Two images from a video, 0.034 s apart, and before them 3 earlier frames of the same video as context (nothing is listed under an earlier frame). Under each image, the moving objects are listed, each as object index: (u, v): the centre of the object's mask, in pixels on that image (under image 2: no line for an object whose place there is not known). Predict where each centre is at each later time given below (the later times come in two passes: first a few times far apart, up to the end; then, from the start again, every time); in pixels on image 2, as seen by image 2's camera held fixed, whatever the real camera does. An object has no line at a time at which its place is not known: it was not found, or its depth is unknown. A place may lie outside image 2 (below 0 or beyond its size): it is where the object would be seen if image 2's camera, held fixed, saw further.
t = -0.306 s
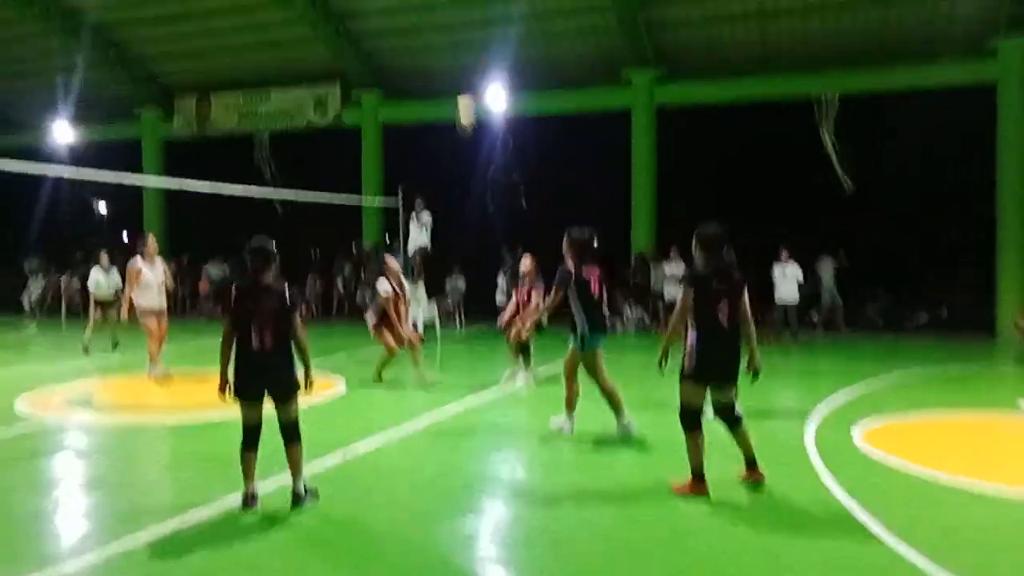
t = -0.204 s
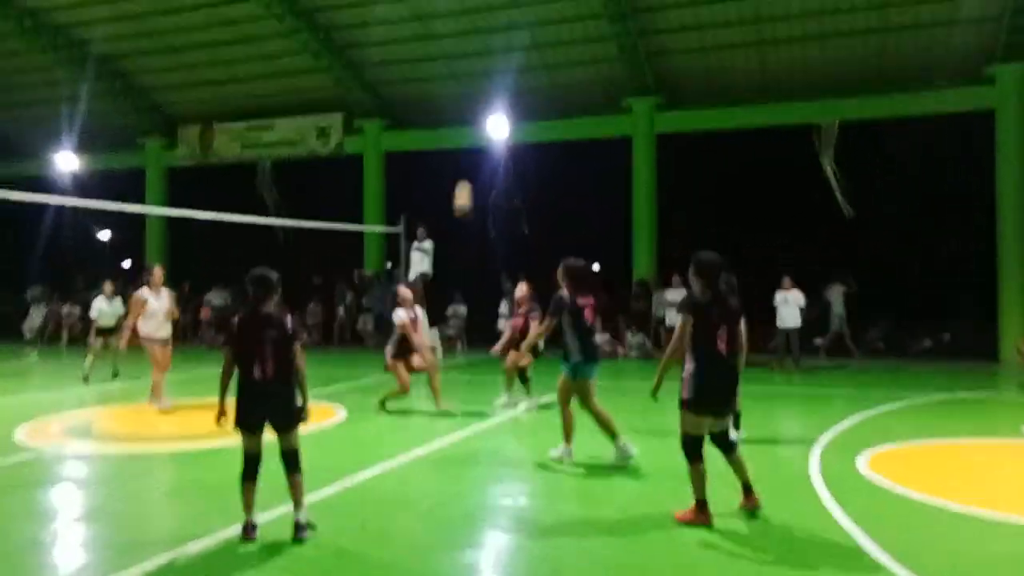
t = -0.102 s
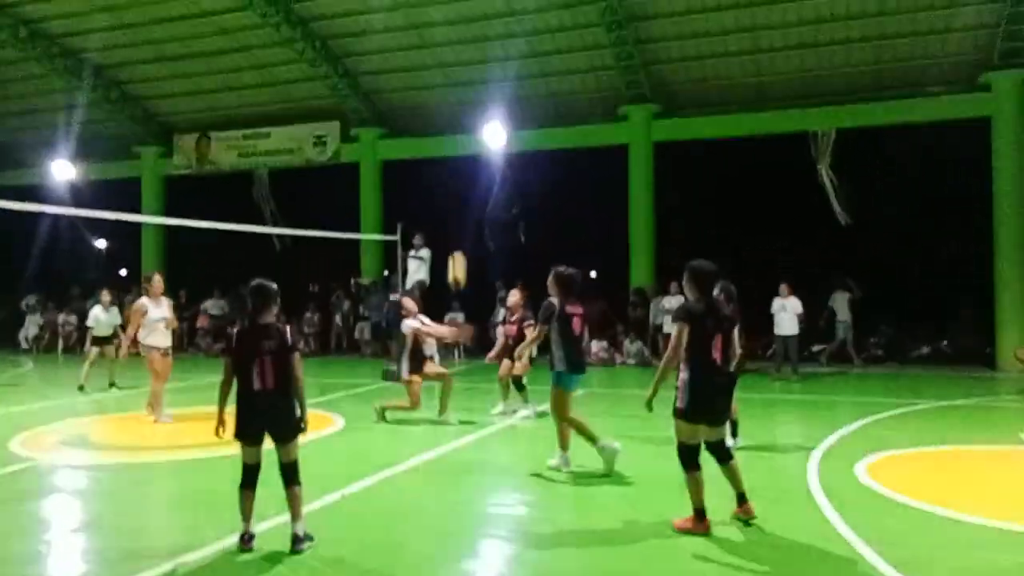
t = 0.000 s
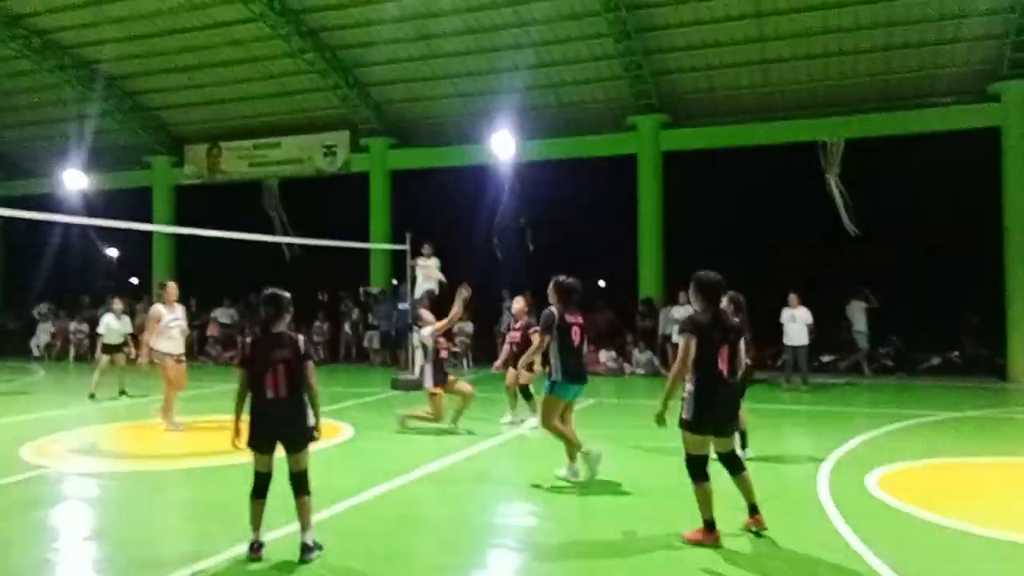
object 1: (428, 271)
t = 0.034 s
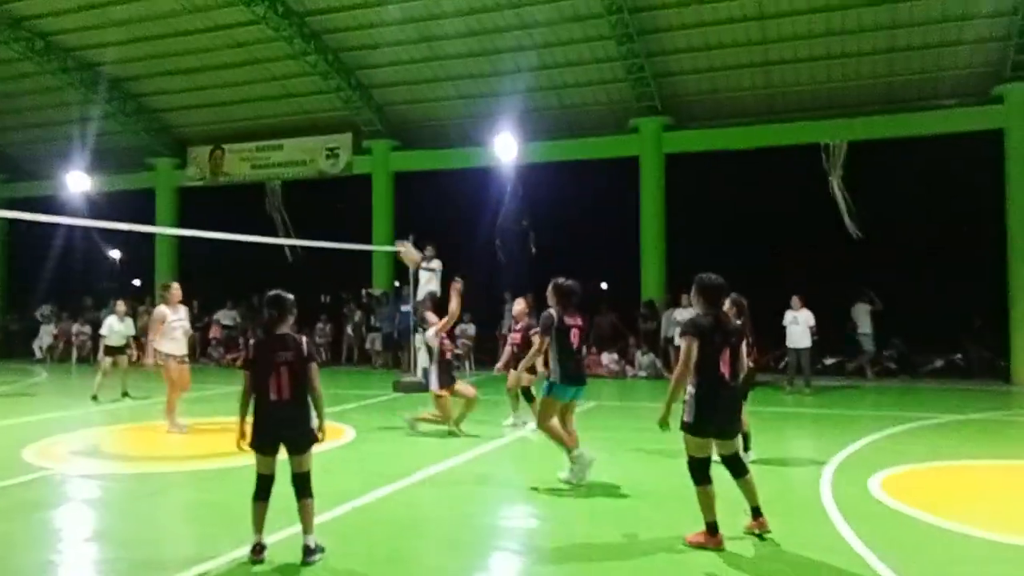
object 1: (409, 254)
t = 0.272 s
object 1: (266, 147)
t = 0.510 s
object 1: (143, 104)
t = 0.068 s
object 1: (388, 234)
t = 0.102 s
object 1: (365, 217)
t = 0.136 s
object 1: (345, 202)
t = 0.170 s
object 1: (326, 187)
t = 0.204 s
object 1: (307, 174)
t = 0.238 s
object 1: (288, 161)
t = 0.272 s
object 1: (266, 147)
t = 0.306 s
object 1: (247, 139)
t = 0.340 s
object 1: (229, 130)
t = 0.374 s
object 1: (213, 124)
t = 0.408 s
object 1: (195, 117)
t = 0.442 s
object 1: (176, 111)
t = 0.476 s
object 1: (161, 107)
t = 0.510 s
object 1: (143, 104)
